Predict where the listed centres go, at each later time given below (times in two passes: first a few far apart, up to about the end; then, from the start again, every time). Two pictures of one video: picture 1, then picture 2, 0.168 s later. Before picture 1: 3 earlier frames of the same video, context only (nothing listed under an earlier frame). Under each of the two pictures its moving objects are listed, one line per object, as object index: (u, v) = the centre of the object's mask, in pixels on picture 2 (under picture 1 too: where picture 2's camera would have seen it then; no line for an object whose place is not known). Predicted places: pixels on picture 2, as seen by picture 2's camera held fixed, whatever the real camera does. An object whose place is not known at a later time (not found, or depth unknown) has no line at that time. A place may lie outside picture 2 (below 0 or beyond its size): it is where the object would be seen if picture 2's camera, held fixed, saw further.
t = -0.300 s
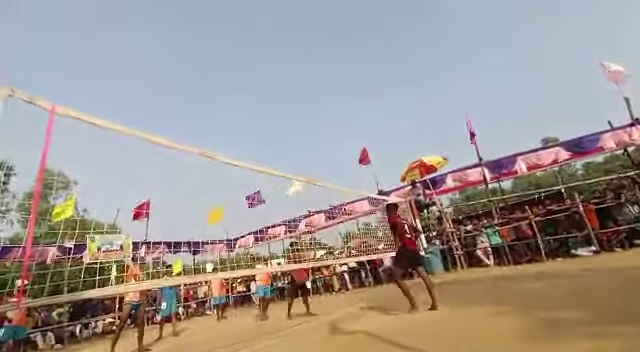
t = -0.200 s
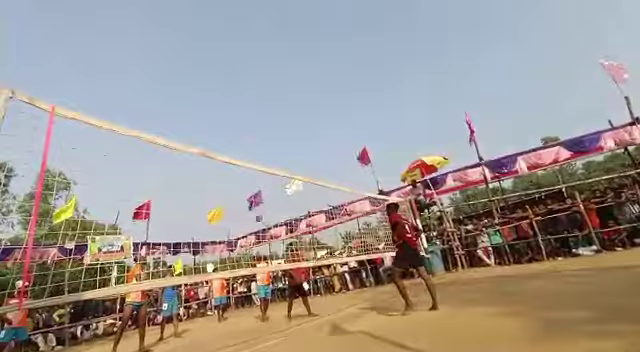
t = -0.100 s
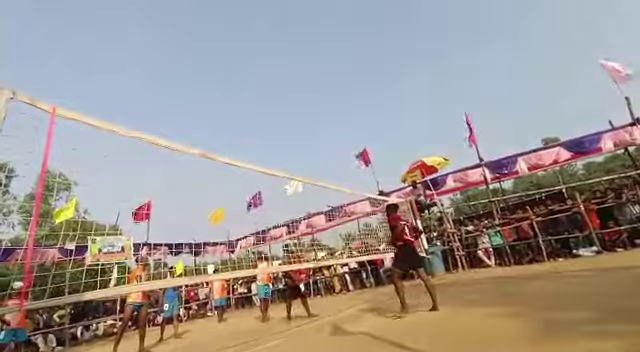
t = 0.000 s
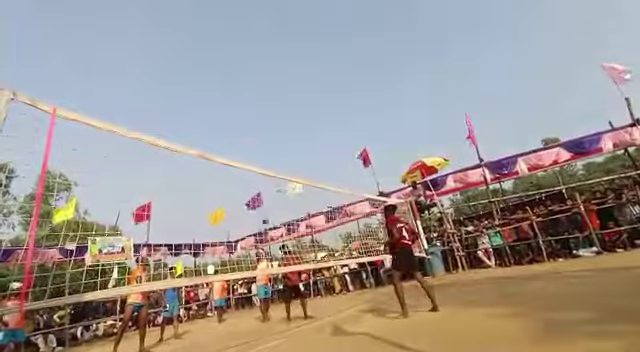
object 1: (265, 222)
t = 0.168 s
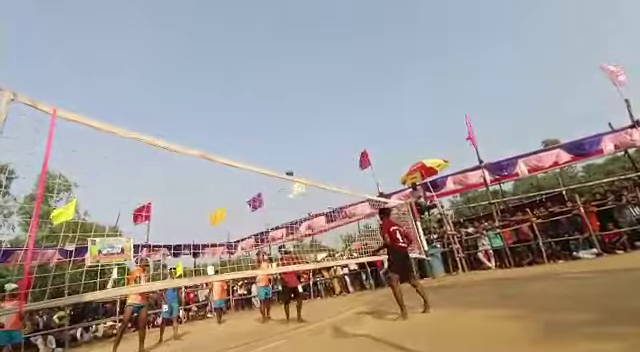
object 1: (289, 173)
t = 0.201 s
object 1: (294, 164)
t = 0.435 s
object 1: (340, 105)
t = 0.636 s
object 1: (395, 60)
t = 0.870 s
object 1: (494, 16)
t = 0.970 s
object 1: (558, 2)
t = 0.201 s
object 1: (294, 164)
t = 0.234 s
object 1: (300, 155)
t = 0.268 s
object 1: (305, 146)
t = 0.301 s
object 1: (312, 138)
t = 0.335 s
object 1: (318, 130)
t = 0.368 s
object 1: (325, 122)
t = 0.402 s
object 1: (333, 113)
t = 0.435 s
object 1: (340, 105)
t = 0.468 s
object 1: (348, 97)
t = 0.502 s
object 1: (356, 90)
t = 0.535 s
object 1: (364, 82)
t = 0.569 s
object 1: (374, 75)
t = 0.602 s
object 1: (384, 68)
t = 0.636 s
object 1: (395, 60)
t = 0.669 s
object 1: (406, 53)
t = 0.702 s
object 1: (418, 47)
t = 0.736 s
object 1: (431, 41)
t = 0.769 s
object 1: (445, 34)
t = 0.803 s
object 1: (460, 28)
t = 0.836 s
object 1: (476, 22)
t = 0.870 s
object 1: (494, 16)
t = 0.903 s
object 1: (514, 11)
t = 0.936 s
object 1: (535, 6)
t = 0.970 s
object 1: (558, 2)
